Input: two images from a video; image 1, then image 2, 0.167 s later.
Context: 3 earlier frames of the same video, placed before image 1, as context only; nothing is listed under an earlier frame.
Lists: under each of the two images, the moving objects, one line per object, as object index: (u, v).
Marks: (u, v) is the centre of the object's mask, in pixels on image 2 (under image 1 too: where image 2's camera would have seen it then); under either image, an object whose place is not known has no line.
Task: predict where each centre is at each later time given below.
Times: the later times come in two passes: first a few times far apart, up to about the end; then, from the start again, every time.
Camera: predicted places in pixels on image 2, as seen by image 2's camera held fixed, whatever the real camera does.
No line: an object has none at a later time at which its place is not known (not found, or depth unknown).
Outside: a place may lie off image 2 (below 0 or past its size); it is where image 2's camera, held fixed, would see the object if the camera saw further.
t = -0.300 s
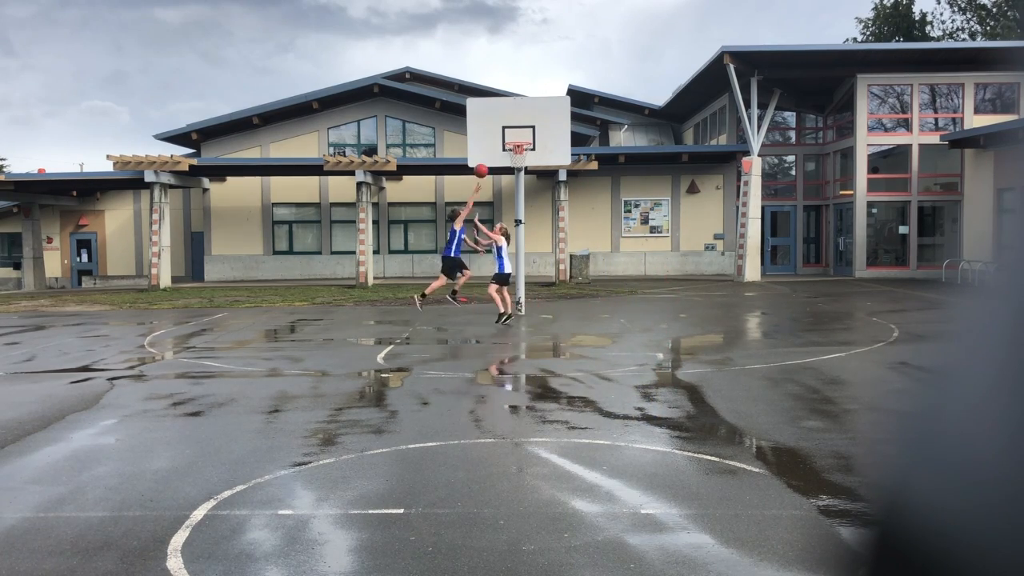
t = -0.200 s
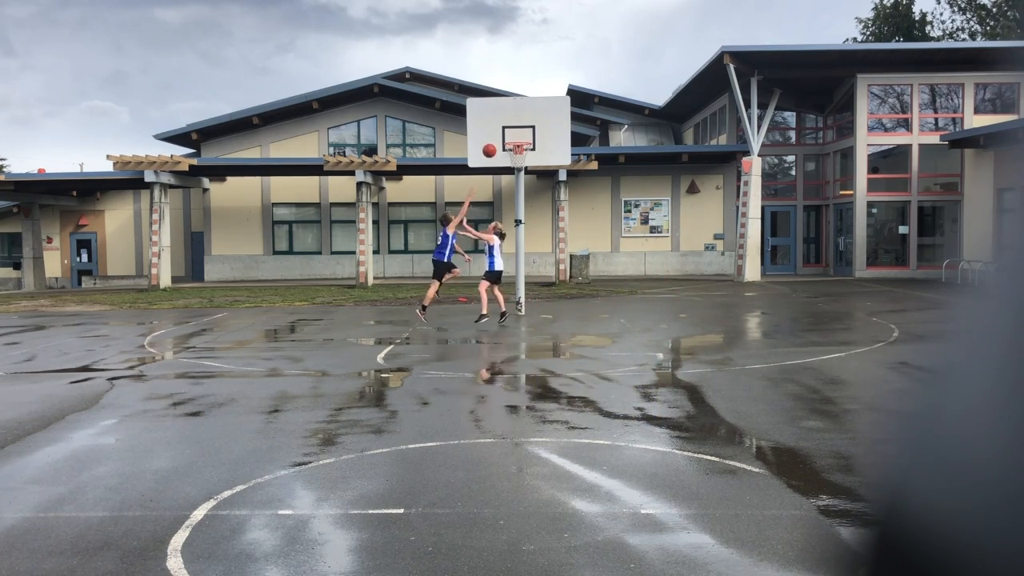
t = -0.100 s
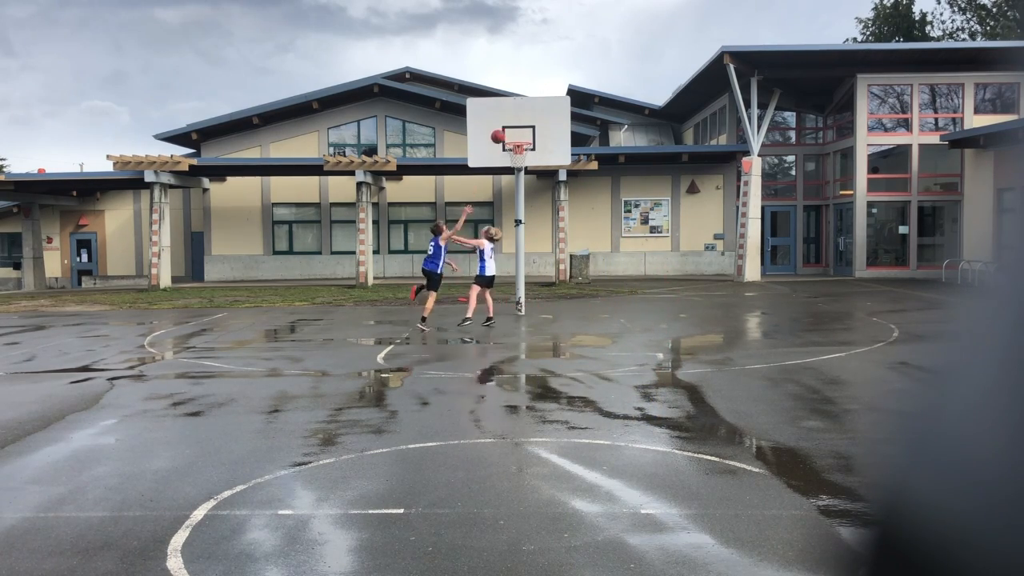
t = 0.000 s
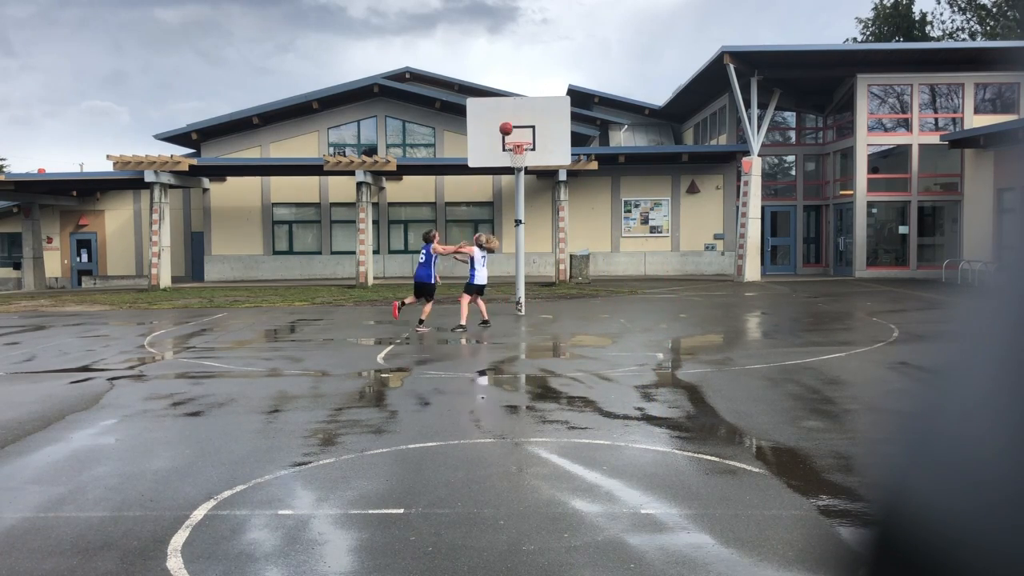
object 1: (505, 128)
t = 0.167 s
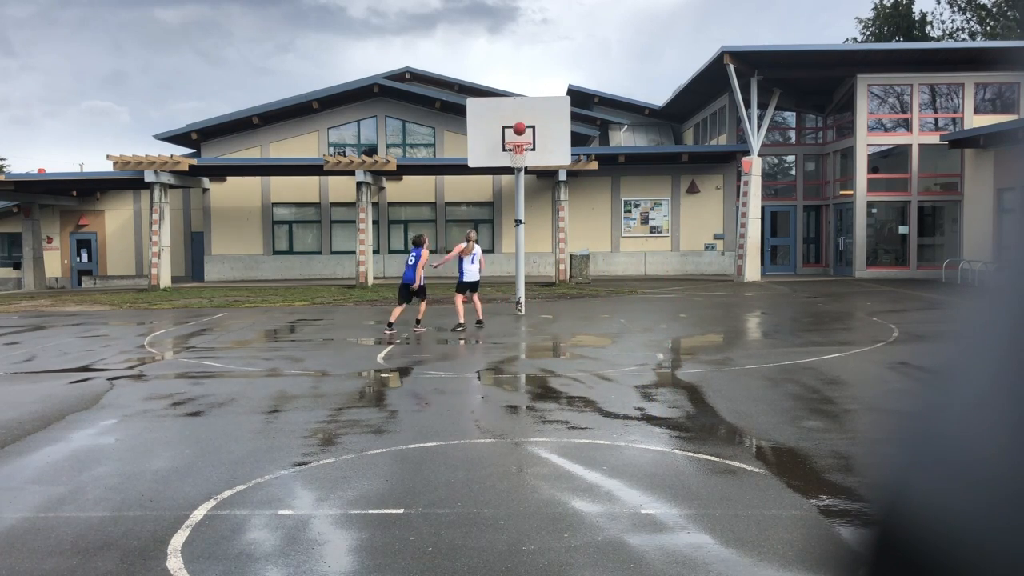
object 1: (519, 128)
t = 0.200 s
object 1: (522, 130)
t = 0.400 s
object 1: (531, 130)
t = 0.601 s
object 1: (537, 134)
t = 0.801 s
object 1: (544, 160)
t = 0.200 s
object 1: (522, 130)
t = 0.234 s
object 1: (524, 133)
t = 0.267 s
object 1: (527, 135)
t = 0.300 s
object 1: (528, 136)
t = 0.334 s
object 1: (529, 134)
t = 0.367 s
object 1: (530, 132)
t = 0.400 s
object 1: (531, 130)
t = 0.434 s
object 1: (532, 129)
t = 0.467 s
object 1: (533, 129)
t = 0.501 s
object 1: (534, 129)
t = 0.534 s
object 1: (535, 130)
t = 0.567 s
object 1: (536, 132)
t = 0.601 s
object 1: (537, 134)
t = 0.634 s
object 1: (538, 136)
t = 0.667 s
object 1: (539, 140)
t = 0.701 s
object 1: (540, 144)
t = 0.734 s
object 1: (542, 149)
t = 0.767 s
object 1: (543, 154)
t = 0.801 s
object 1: (544, 160)
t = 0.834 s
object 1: (545, 167)
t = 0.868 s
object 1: (546, 173)
